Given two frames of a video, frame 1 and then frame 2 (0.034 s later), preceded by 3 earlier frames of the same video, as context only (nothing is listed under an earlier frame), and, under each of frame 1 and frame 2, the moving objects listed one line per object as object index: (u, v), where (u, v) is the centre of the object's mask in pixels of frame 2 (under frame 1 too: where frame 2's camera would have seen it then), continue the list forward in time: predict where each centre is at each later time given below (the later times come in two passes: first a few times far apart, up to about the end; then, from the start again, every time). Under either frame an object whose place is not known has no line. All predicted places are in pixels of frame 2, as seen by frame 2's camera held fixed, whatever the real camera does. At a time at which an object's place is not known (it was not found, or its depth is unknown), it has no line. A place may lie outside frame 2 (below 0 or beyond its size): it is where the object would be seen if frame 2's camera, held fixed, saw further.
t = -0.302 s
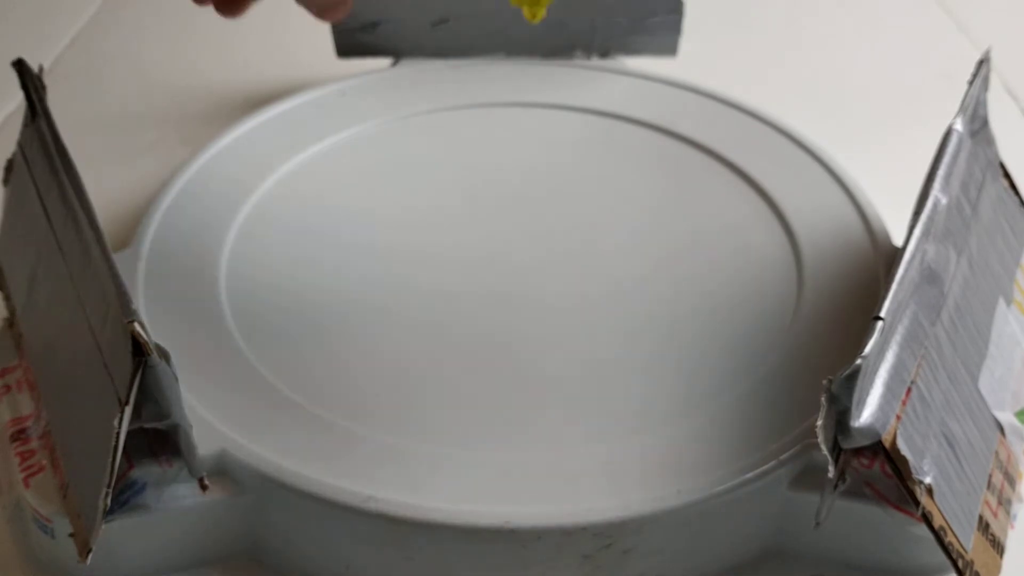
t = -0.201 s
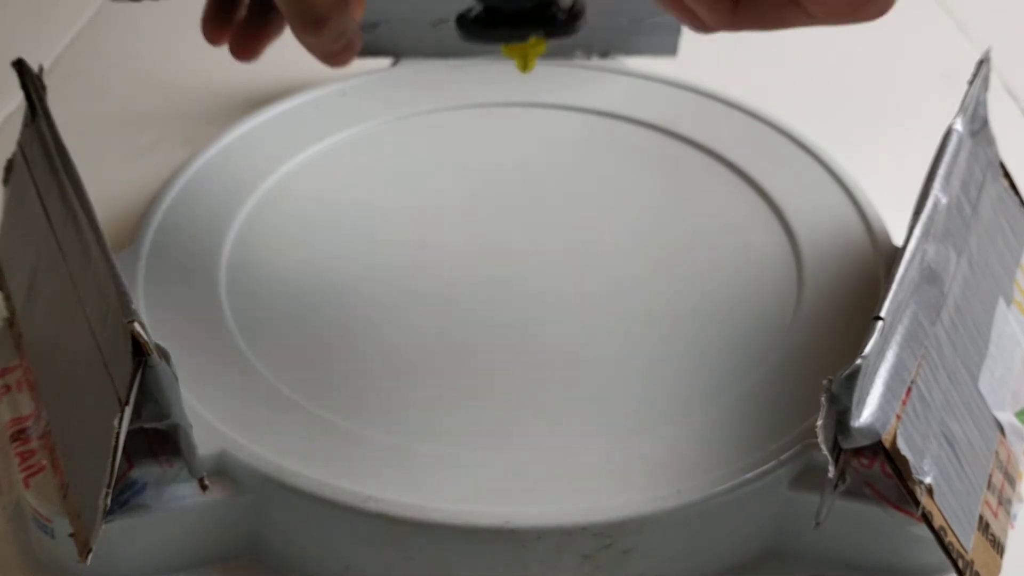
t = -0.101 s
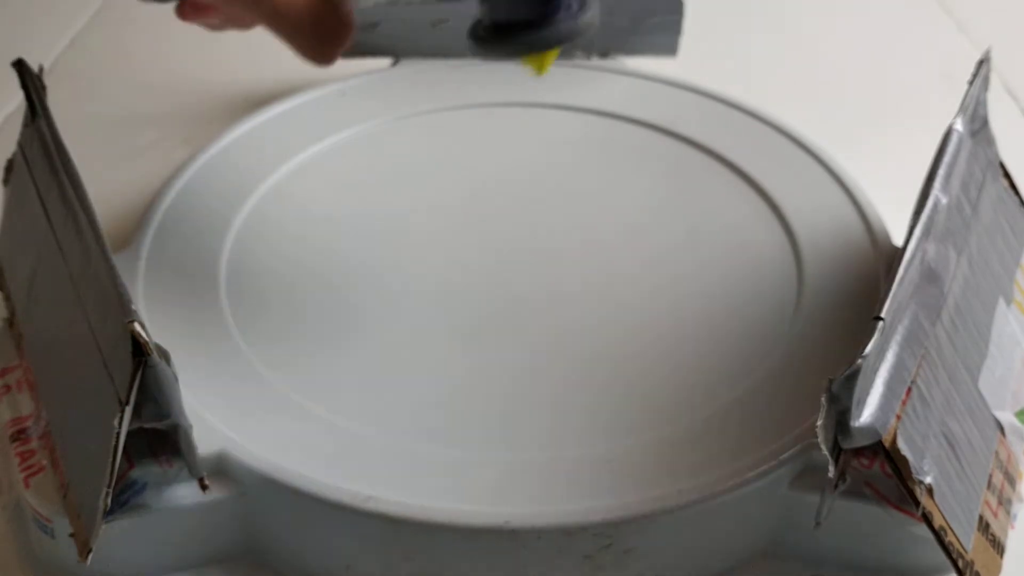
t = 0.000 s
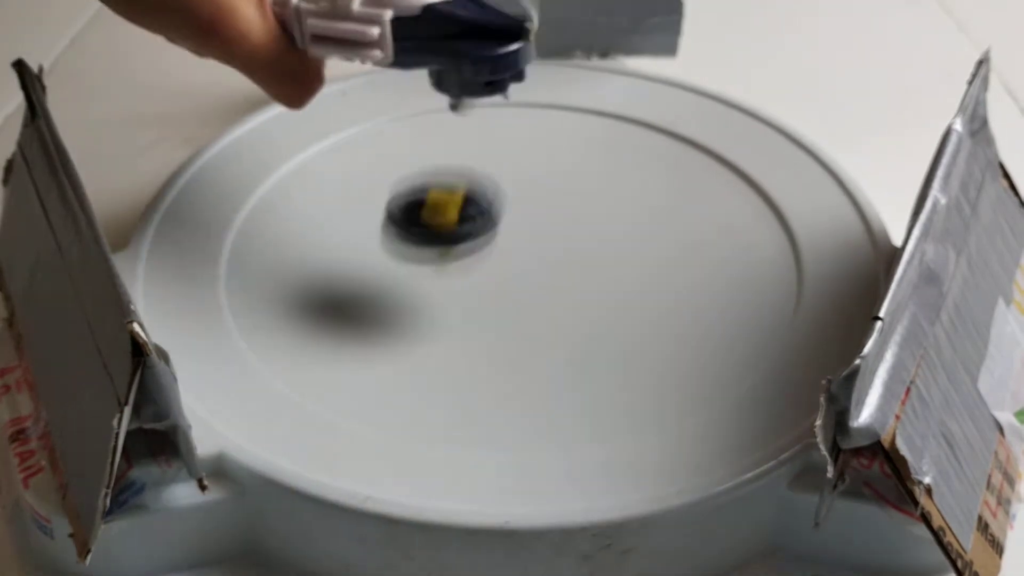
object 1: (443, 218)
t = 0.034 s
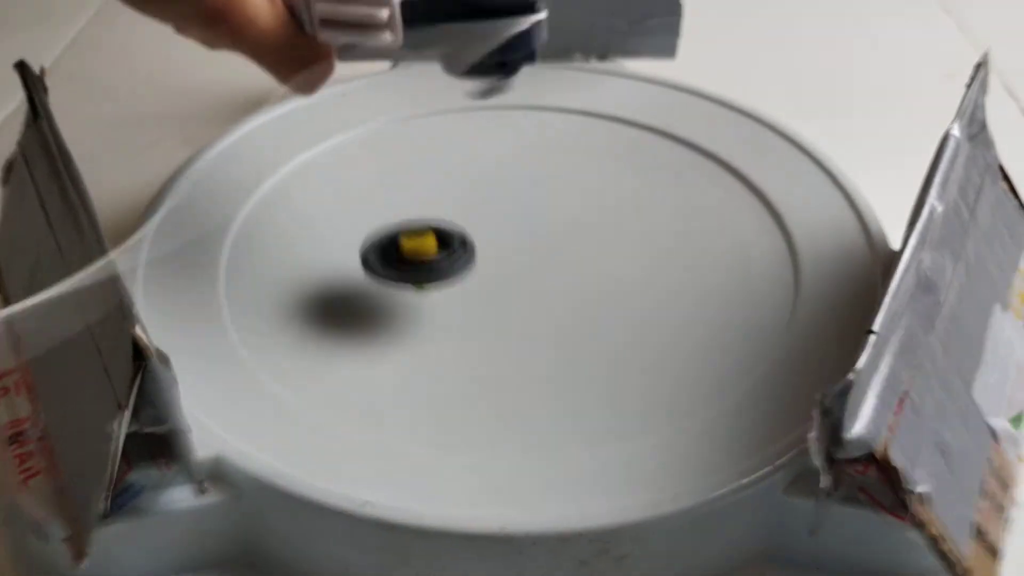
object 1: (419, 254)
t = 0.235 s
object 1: (359, 217)
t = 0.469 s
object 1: (451, 211)
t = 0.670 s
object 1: (512, 222)
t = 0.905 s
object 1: (489, 237)
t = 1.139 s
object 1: (430, 248)
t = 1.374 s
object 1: (443, 250)
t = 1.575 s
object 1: (450, 232)
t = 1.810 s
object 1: (438, 214)
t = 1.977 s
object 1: (442, 214)
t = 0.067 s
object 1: (402, 209)
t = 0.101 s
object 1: (388, 180)
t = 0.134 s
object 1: (375, 173)
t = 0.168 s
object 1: (364, 190)
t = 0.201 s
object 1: (357, 226)
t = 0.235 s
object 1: (359, 217)
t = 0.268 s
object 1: (365, 209)
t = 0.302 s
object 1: (372, 217)
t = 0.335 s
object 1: (386, 206)
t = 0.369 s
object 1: (400, 211)
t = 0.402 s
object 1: (417, 208)
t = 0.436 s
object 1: (434, 211)
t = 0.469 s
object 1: (451, 211)
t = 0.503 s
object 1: (467, 212)
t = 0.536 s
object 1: (481, 215)
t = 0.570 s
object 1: (493, 216)
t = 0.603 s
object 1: (502, 218)
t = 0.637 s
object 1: (509, 220)
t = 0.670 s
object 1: (512, 222)
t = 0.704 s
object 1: (513, 225)
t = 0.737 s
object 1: (512, 226)
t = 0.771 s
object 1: (510, 229)
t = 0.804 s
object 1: (506, 230)
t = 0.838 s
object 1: (501, 232)
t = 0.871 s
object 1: (496, 235)
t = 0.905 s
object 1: (489, 237)
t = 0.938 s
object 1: (481, 239)
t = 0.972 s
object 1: (471, 241)
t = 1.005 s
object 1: (460, 243)
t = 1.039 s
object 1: (452, 245)
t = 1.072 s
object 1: (443, 246)
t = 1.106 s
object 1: (435, 247)
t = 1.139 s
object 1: (430, 248)
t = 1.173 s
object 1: (426, 248)
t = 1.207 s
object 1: (425, 249)
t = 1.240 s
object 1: (427, 250)
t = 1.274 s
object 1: (430, 250)
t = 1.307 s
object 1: (434, 250)
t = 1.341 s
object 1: (439, 250)
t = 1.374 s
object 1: (443, 250)
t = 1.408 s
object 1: (446, 249)
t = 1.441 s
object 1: (448, 247)
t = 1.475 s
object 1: (450, 244)
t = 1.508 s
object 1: (450, 241)
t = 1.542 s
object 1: (450, 237)
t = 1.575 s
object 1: (450, 232)
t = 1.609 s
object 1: (450, 227)
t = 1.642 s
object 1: (449, 223)
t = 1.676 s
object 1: (447, 219)
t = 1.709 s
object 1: (445, 216)
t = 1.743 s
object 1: (442, 215)
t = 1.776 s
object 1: (440, 214)
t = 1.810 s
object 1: (438, 214)
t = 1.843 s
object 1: (438, 214)
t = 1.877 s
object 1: (437, 215)
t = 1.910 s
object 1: (438, 215)
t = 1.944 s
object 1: (440, 215)
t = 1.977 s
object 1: (442, 214)
